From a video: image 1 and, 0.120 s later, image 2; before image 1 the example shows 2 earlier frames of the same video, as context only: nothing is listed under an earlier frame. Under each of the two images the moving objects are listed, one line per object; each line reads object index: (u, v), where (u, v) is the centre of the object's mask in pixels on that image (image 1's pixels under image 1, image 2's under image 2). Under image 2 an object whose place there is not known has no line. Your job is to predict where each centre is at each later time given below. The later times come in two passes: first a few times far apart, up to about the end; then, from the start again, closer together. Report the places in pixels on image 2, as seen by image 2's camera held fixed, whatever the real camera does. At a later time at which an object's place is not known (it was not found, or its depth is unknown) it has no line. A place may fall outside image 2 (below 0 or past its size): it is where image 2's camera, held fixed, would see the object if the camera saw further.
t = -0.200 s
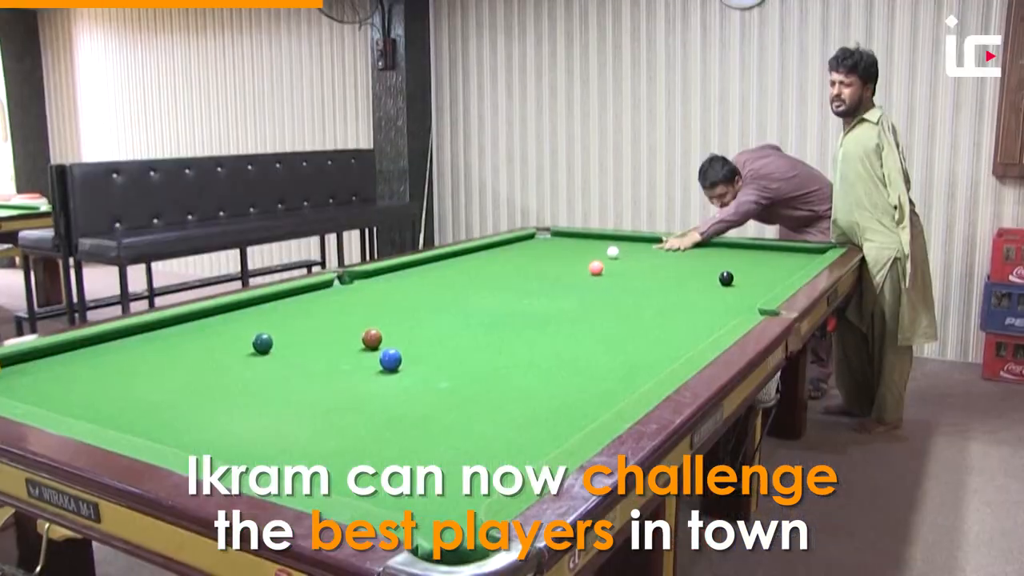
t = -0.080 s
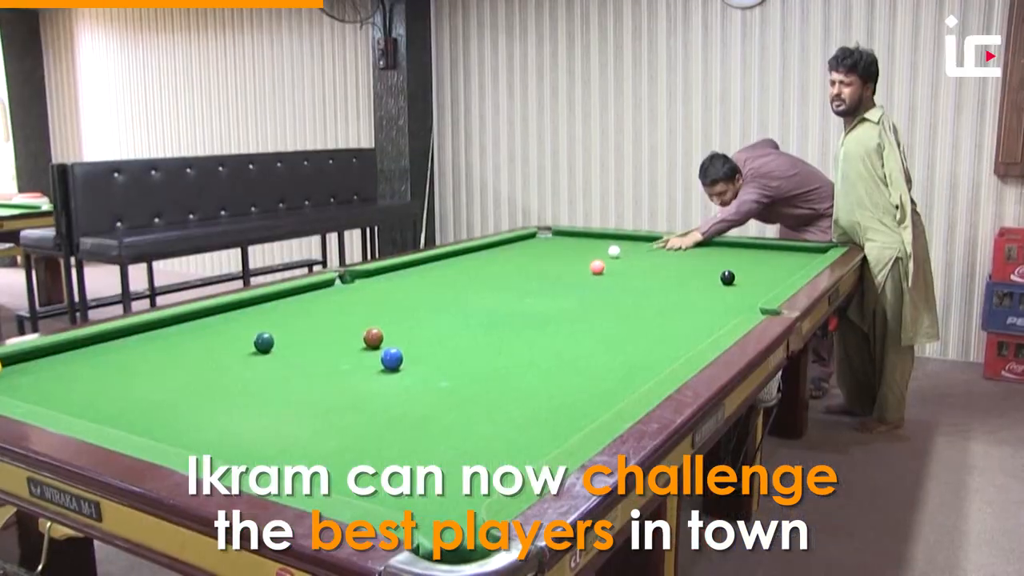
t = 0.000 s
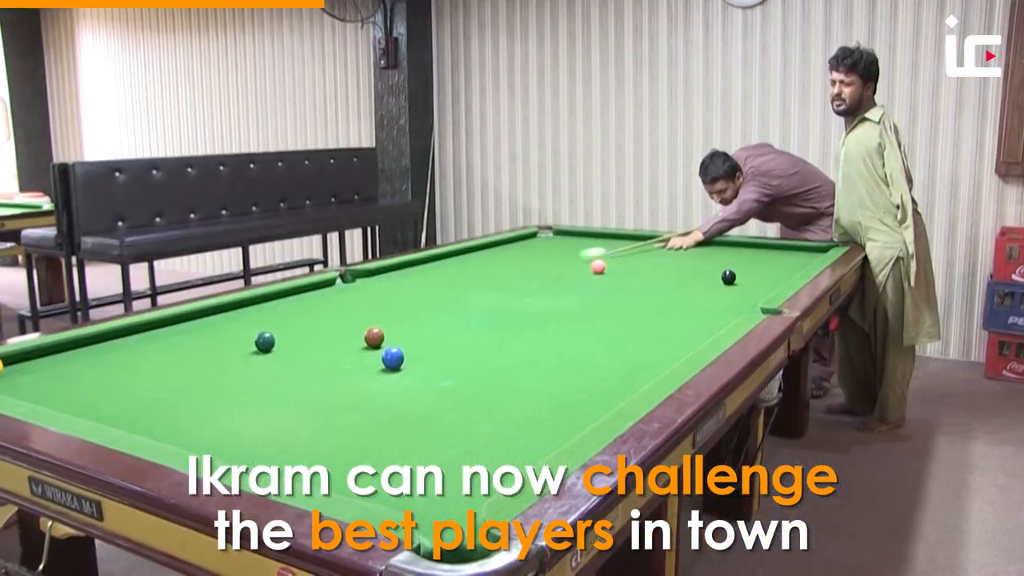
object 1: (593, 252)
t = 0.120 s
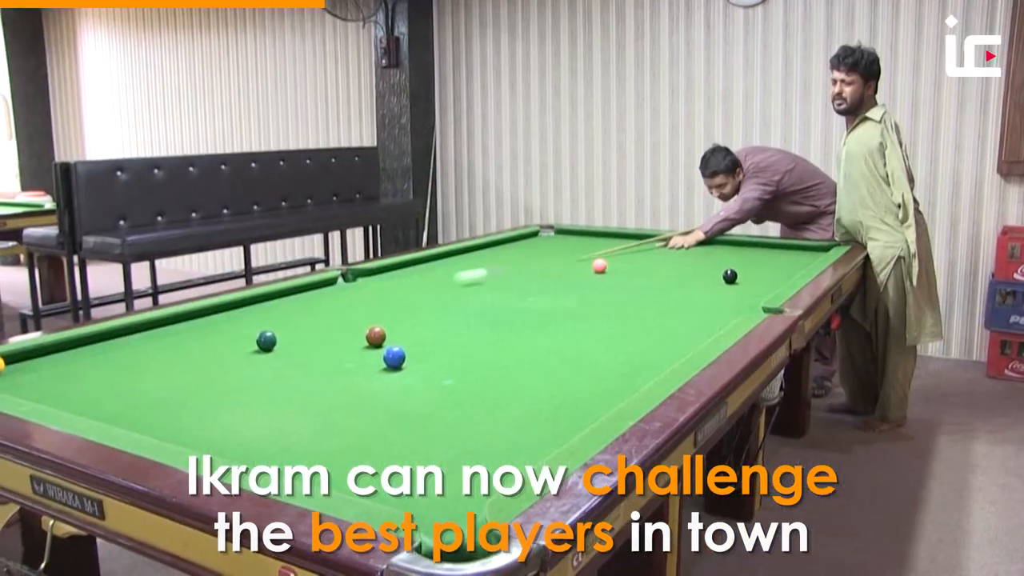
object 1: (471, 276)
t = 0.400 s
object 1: (29, 361)
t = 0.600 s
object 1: (46, 382)
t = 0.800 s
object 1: (153, 369)
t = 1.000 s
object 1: (240, 358)
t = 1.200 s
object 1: (321, 348)
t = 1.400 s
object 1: (397, 337)
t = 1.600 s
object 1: (463, 333)
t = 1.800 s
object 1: (526, 327)
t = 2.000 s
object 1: (584, 321)
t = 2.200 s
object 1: (636, 315)
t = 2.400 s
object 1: (685, 310)
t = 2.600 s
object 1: (728, 305)
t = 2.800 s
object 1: (752, 300)
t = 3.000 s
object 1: (740, 294)
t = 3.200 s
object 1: (731, 289)
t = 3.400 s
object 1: (722, 284)
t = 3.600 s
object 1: (713, 280)
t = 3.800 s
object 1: (706, 276)
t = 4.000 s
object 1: (699, 272)
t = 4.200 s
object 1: (693, 269)
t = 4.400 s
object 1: (689, 266)
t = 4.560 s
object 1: (685, 264)
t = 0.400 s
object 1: (29, 361)
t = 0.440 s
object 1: (9, 371)
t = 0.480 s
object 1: (4, 379)
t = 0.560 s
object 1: (19, 384)
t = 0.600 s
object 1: (46, 382)
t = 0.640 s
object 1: (73, 379)
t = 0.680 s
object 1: (95, 375)
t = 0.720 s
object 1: (115, 373)
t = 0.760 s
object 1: (134, 371)
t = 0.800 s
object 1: (153, 369)
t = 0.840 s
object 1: (172, 366)
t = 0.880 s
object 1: (190, 364)
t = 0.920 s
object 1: (207, 362)
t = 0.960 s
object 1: (224, 360)
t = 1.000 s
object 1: (240, 358)
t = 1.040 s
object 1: (258, 356)
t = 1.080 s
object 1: (274, 354)
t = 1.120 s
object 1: (290, 352)
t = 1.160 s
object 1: (306, 350)
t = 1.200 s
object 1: (321, 348)
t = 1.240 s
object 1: (337, 346)
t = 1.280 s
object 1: (351, 345)
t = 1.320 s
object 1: (367, 343)
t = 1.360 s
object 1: (381, 340)
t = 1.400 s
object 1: (397, 337)
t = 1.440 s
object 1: (411, 338)
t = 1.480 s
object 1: (424, 337)
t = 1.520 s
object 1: (437, 336)
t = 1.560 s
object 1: (450, 334)
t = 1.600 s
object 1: (463, 333)
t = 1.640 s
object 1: (476, 332)
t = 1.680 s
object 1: (489, 330)
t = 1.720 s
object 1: (502, 329)
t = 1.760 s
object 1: (514, 328)
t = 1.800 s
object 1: (526, 327)
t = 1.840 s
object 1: (538, 325)
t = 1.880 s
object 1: (550, 324)
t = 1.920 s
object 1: (561, 323)
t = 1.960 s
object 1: (573, 322)
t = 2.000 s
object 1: (584, 321)
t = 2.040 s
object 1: (595, 320)
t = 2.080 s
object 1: (605, 318)
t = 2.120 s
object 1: (615, 317)
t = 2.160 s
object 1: (626, 316)
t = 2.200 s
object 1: (636, 315)
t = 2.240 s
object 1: (646, 314)
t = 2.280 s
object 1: (656, 313)
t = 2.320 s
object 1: (666, 312)
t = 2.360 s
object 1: (675, 311)
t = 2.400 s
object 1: (685, 310)
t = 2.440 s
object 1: (693, 309)
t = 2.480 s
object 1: (702, 308)
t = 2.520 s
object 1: (711, 307)
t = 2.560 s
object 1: (720, 307)
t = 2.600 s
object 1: (728, 305)
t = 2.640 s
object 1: (737, 304)
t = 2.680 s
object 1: (745, 304)
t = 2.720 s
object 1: (752, 302)
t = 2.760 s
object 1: (754, 301)
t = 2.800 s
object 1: (752, 300)
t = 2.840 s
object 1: (750, 299)
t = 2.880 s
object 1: (747, 298)
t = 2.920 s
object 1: (745, 297)
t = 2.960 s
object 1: (743, 295)
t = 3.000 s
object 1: (740, 294)
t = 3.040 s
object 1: (739, 293)
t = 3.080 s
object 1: (736, 292)
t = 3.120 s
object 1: (734, 291)
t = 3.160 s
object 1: (733, 290)
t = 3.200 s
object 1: (731, 289)
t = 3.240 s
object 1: (729, 288)
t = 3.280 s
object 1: (727, 287)
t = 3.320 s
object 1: (725, 286)
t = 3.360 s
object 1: (723, 285)
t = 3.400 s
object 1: (722, 284)
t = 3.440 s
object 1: (720, 283)
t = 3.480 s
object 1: (718, 282)
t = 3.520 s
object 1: (716, 281)
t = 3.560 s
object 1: (715, 281)
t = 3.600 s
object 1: (713, 280)
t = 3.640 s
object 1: (712, 279)
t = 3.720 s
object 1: (709, 277)
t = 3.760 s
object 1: (707, 277)
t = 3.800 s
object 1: (706, 276)
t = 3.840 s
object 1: (705, 275)
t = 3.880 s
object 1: (703, 274)
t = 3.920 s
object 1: (702, 274)
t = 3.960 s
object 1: (701, 273)
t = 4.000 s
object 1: (699, 272)
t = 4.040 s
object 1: (698, 271)
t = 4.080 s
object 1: (697, 271)
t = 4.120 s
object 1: (695, 271)
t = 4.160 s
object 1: (695, 270)
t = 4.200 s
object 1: (693, 269)
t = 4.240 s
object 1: (693, 269)
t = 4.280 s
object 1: (692, 268)
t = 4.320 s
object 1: (691, 268)
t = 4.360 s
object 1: (690, 267)
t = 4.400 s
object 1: (689, 266)
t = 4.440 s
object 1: (688, 266)
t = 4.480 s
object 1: (687, 265)
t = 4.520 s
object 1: (686, 265)
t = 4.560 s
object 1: (685, 264)
